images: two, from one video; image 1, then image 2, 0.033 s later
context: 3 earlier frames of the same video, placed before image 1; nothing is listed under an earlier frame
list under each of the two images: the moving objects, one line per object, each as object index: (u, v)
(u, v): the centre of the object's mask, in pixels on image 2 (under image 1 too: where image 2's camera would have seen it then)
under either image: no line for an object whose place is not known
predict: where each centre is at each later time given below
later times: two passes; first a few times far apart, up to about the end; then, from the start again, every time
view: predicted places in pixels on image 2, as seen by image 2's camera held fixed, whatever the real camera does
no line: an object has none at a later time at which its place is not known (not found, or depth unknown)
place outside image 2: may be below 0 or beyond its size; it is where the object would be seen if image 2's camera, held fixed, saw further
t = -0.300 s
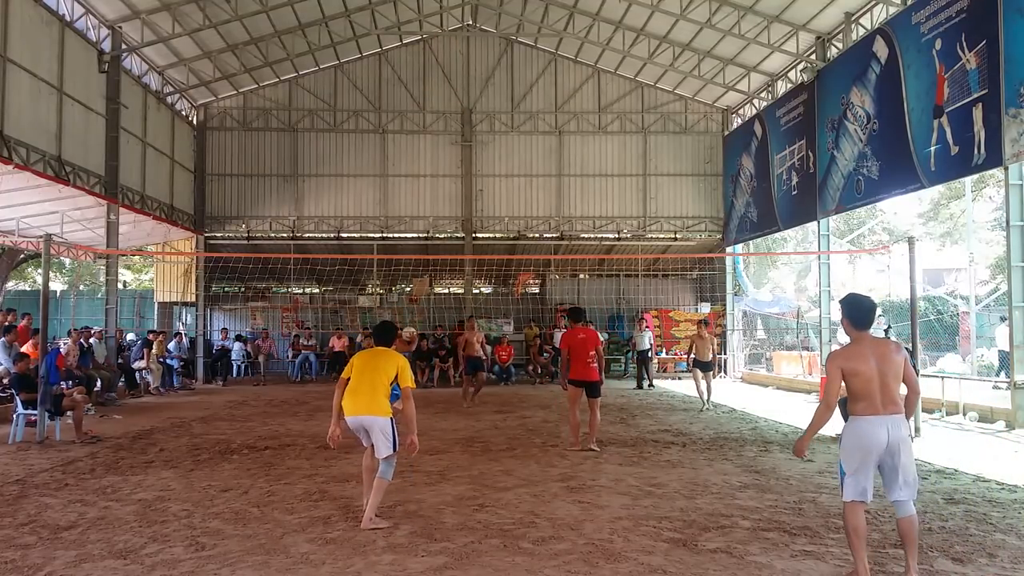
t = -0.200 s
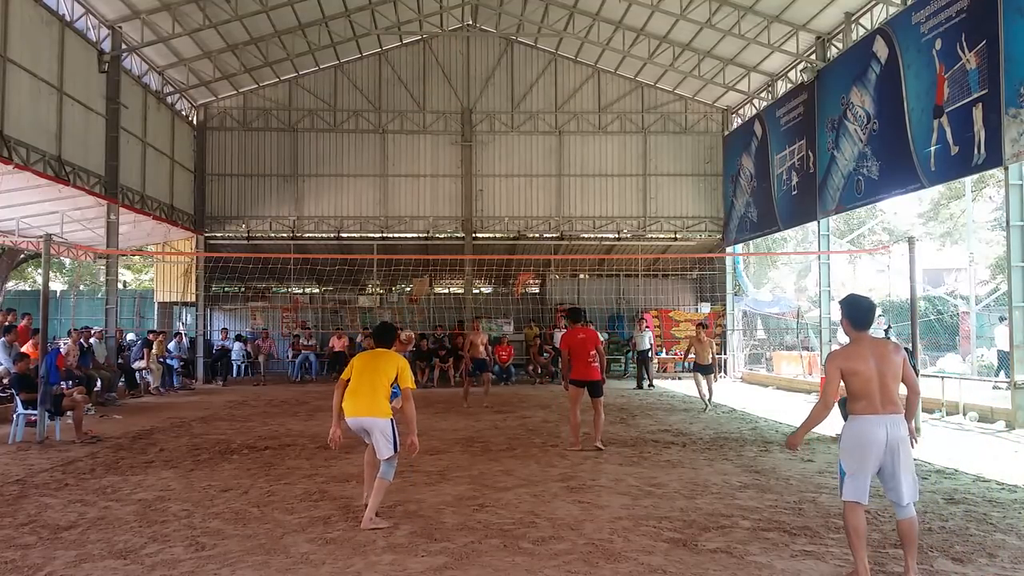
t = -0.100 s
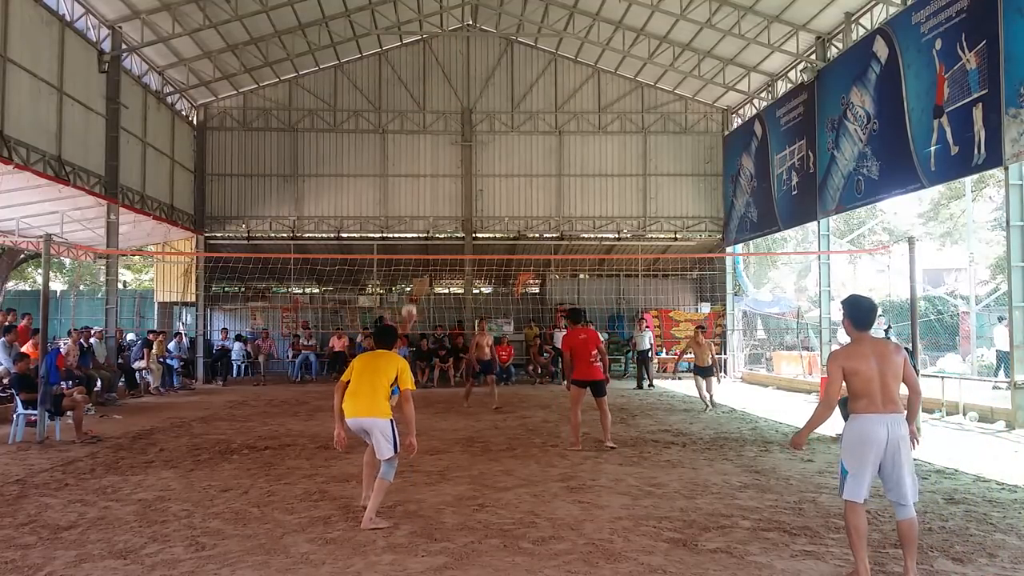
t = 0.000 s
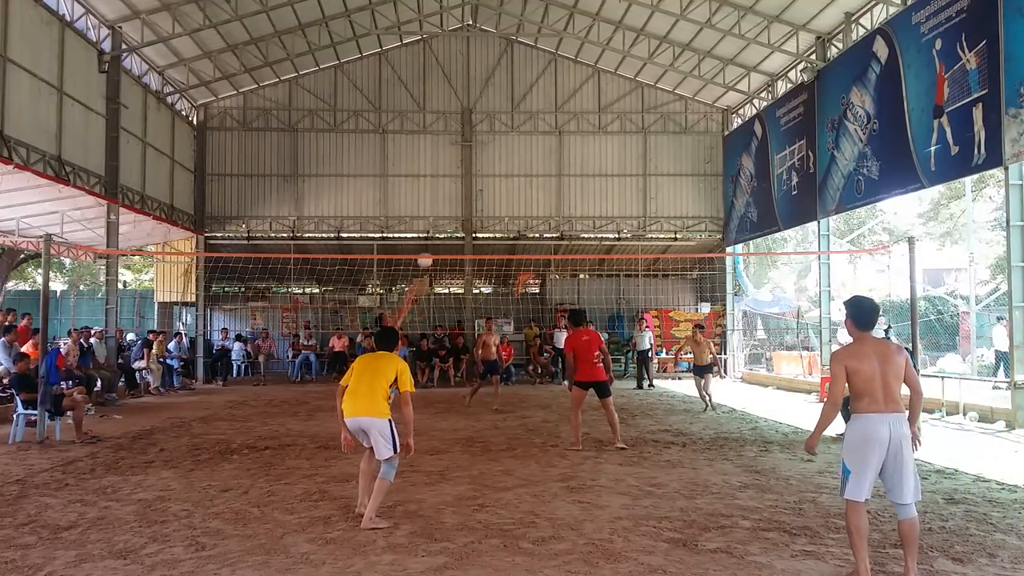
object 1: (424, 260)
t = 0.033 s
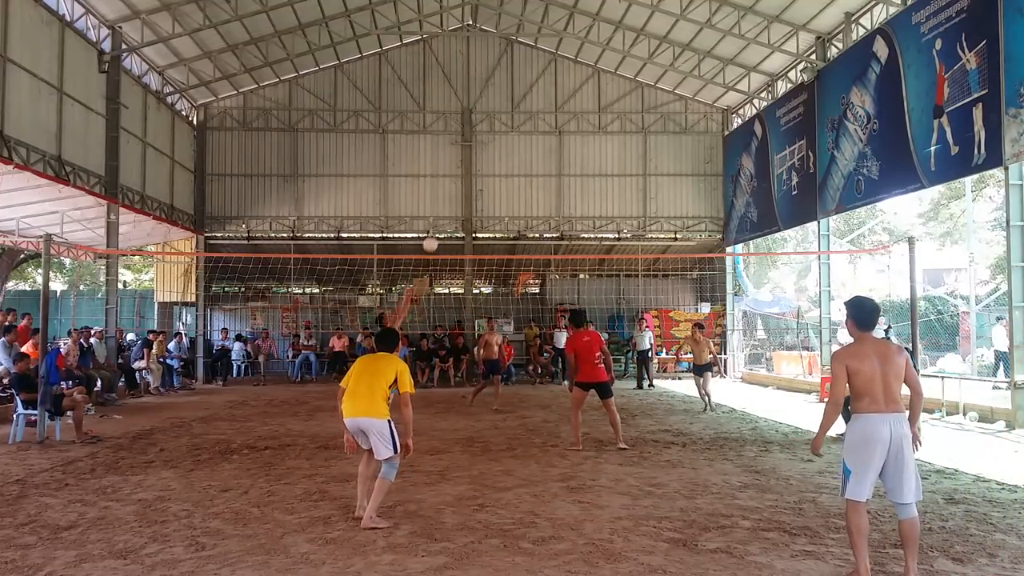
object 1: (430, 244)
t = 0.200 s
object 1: (457, 176)
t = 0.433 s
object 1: (495, 112)
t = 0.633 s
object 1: (527, 84)
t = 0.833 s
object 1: (559, 84)
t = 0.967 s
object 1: (581, 98)
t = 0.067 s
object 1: (436, 229)
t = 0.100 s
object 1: (441, 214)
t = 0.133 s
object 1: (447, 201)
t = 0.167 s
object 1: (452, 188)
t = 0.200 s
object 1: (457, 176)
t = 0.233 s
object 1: (463, 165)
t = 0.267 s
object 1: (468, 154)
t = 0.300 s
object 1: (473, 144)
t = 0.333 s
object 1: (478, 135)
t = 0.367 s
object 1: (484, 127)
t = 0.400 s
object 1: (489, 119)
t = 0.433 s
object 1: (495, 112)
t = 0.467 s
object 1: (500, 106)
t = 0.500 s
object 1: (505, 100)
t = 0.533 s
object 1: (510, 95)
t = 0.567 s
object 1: (516, 90)
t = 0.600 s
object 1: (521, 87)
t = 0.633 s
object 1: (527, 84)
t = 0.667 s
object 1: (532, 83)
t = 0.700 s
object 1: (537, 81)
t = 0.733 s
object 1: (543, 81)
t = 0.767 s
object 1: (548, 81)
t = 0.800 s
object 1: (553, 82)
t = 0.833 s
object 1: (559, 84)
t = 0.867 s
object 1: (565, 86)
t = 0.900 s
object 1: (570, 90)
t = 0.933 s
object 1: (576, 93)
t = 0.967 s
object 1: (581, 98)
